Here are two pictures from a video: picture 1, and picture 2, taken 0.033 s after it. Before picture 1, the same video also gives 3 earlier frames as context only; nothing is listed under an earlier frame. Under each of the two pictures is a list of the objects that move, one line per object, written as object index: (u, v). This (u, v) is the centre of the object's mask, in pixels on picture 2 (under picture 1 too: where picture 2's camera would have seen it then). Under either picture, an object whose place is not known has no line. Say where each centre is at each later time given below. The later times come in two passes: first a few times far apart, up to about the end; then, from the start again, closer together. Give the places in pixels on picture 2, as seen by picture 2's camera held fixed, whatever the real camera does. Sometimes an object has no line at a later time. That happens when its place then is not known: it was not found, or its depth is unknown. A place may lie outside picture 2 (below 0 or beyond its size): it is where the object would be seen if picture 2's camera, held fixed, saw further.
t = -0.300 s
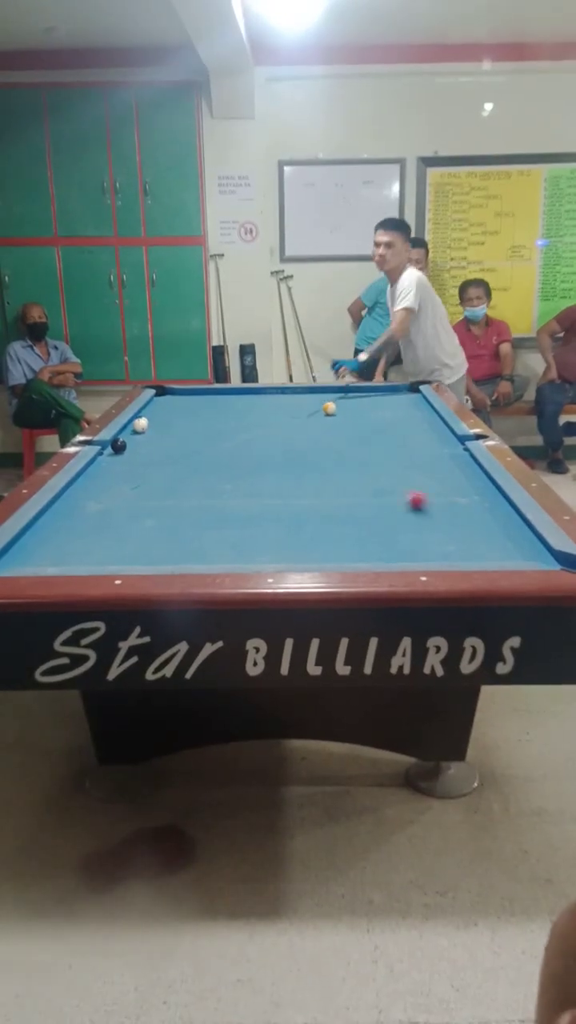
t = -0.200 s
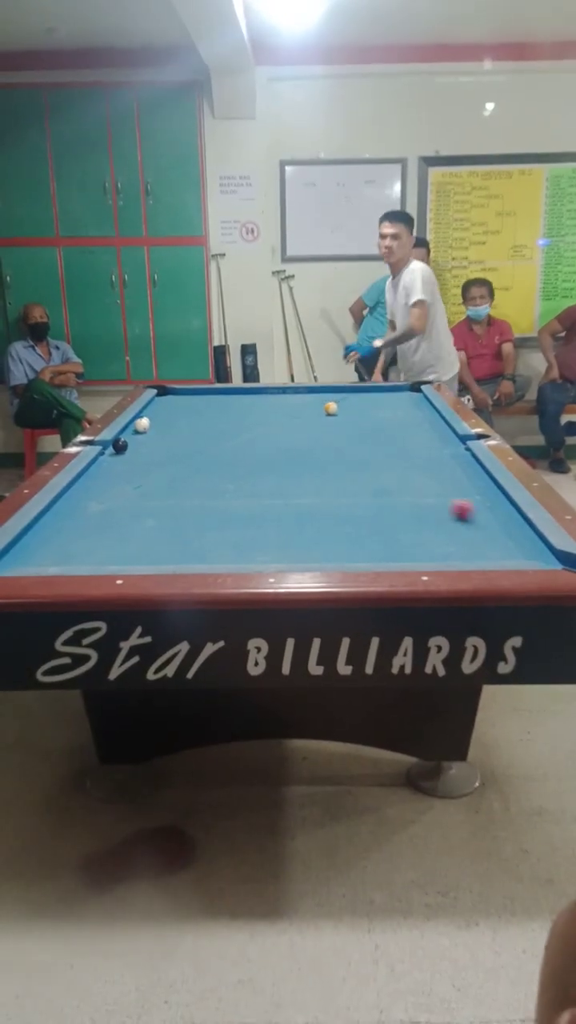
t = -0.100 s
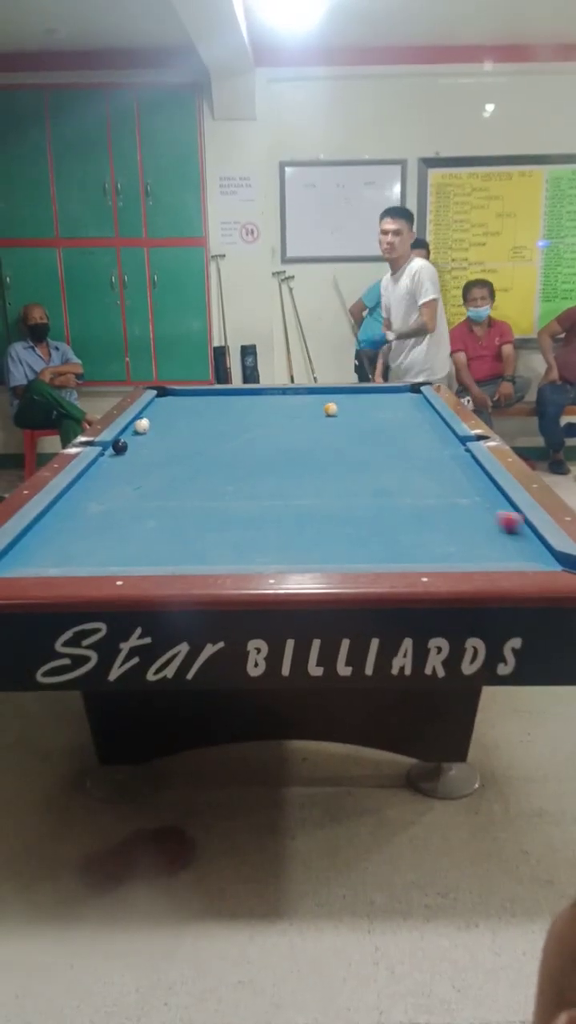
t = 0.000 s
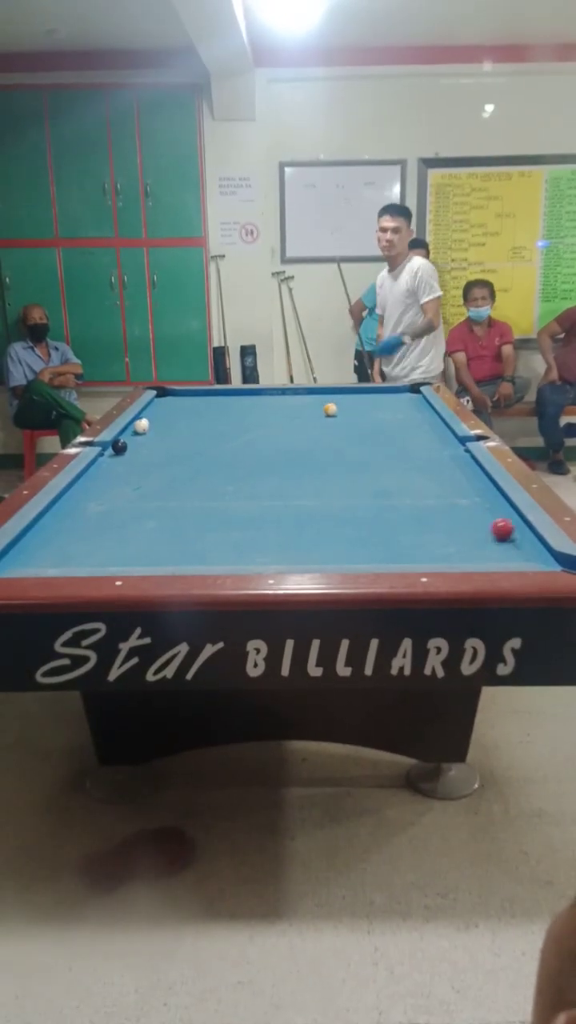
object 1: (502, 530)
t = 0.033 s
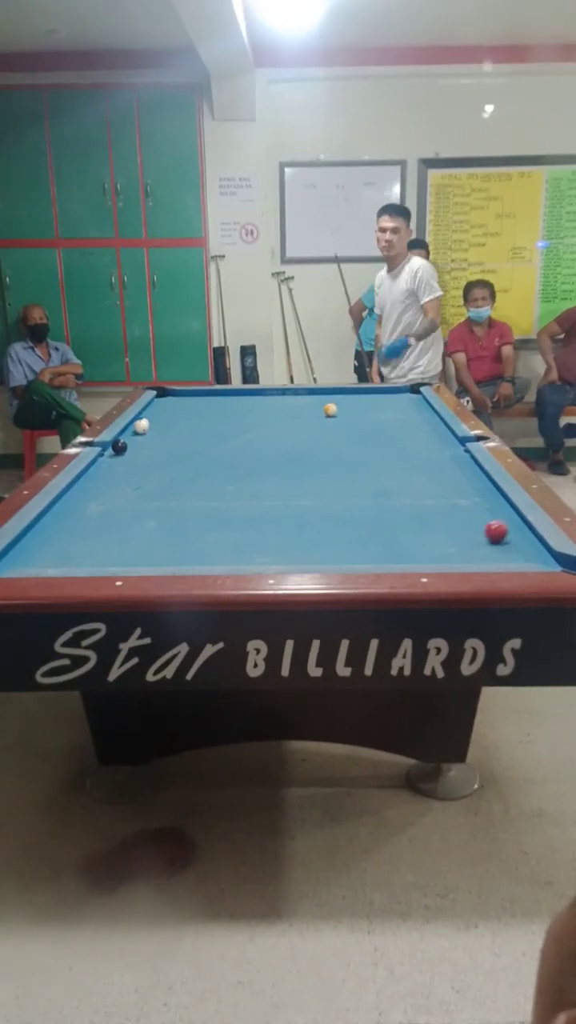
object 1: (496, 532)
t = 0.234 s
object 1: (462, 545)
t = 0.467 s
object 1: (420, 555)
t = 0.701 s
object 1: (387, 557)
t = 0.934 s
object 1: (361, 553)
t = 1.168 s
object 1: (339, 550)
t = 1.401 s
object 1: (319, 545)
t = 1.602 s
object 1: (305, 541)
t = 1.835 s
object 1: (289, 537)
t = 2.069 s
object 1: (276, 534)
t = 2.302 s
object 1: (266, 531)
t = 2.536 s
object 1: (256, 529)
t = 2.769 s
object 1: (249, 528)
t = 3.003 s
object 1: (244, 526)
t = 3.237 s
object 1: (240, 525)
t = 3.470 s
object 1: (237, 524)
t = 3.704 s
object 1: (237, 525)
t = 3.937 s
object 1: (237, 524)
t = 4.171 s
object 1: (236, 524)
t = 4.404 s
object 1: (236, 525)
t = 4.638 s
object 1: (236, 524)
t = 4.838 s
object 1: (236, 525)
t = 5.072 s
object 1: (236, 525)
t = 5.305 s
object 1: (236, 525)
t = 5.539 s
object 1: (236, 525)
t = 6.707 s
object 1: (236, 525)
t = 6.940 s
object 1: (236, 525)
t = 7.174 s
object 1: (236, 525)
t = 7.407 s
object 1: (236, 525)
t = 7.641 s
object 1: (236, 525)
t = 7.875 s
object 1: (236, 526)
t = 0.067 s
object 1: (490, 534)
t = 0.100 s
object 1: (485, 536)
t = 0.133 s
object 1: (479, 538)
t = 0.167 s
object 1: (473, 540)
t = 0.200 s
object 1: (468, 542)
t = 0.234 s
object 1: (462, 545)
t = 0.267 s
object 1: (456, 547)
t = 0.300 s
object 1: (450, 549)
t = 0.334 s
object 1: (445, 551)
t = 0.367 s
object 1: (439, 552)
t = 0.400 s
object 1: (432, 553)
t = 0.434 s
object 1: (426, 554)
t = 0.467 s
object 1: (420, 555)
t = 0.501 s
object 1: (414, 557)
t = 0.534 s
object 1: (408, 558)
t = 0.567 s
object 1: (402, 559)
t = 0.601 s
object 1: (398, 558)
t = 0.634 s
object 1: (394, 558)
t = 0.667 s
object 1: (390, 558)
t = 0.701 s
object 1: (387, 557)
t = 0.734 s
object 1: (383, 556)
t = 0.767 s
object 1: (379, 556)
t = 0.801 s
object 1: (375, 555)
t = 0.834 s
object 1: (371, 555)
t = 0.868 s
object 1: (368, 554)
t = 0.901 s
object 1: (365, 554)
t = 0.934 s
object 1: (361, 553)
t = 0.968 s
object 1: (358, 553)
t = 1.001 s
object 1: (355, 552)
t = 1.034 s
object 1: (351, 552)
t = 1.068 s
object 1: (348, 552)
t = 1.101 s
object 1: (345, 551)
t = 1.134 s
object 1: (342, 551)
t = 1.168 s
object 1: (339, 550)
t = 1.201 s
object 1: (336, 549)
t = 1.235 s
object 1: (333, 548)
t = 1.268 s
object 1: (330, 548)
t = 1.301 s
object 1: (327, 547)
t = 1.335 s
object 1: (325, 546)
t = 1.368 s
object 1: (322, 546)
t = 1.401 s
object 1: (319, 545)
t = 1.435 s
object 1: (317, 544)
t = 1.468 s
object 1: (314, 544)
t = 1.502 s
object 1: (312, 543)
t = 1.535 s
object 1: (309, 542)
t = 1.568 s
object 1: (307, 542)
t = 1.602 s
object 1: (305, 541)
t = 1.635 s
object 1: (302, 541)
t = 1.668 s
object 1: (300, 540)
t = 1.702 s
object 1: (298, 539)
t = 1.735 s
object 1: (295, 539)
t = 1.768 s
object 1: (294, 538)
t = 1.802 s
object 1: (291, 538)
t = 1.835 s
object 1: (289, 537)
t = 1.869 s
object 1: (288, 537)
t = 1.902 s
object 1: (285, 537)
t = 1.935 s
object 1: (284, 536)
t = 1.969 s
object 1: (282, 535)
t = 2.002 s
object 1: (280, 535)
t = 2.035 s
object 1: (278, 535)
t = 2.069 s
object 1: (276, 534)
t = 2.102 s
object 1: (275, 534)
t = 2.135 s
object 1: (273, 533)
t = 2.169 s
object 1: (271, 533)
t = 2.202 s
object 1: (270, 532)
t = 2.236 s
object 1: (268, 532)
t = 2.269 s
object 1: (267, 532)
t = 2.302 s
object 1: (266, 531)
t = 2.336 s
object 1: (264, 531)
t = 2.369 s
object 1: (263, 531)
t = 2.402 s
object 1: (261, 530)
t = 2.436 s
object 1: (260, 530)
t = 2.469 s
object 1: (259, 530)
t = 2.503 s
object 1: (257, 530)
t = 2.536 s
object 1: (256, 529)
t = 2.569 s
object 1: (255, 529)
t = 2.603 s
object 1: (254, 529)
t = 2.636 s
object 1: (253, 529)
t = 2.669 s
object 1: (252, 528)
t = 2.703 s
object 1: (251, 528)
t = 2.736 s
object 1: (250, 527)
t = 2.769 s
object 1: (249, 528)
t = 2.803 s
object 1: (248, 527)
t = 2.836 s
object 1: (247, 527)
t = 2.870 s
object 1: (246, 527)
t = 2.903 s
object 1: (245, 526)
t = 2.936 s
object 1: (245, 526)
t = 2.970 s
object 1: (244, 526)
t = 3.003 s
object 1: (244, 526)
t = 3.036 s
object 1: (243, 526)
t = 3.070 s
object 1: (242, 526)
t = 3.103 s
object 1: (242, 525)
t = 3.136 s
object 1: (241, 526)
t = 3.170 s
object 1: (241, 525)
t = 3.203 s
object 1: (240, 525)
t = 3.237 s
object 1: (240, 525)
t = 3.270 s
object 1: (239, 525)
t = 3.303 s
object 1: (239, 525)
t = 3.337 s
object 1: (238, 525)
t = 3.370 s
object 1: (238, 525)
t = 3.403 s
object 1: (238, 525)
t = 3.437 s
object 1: (237, 525)
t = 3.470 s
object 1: (237, 524)
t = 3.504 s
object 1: (237, 524)
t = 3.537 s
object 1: (237, 524)
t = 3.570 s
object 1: (237, 524)
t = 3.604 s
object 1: (237, 524)
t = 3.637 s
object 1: (236, 524)
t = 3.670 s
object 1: (237, 524)
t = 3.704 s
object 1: (237, 525)
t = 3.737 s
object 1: (237, 524)
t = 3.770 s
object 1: (237, 524)
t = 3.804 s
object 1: (237, 524)
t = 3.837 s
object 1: (237, 524)
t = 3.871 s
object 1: (237, 524)
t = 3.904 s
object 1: (237, 524)
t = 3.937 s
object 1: (237, 524)
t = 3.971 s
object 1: (237, 524)
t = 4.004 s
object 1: (236, 524)
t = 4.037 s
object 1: (237, 524)
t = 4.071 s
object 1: (237, 524)
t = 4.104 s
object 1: (237, 524)
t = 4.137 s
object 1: (236, 524)
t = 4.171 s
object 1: (236, 524)
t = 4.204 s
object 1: (237, 524)
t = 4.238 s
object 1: (236, 524)
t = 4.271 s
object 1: (237, 525)
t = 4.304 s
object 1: (236, 525)
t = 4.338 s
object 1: (236, 525)
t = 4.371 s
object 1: (236, 525)
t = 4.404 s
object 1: (236, 525)
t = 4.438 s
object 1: (236, 524)
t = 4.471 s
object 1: (236, 525)
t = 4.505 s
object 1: (236, 525)
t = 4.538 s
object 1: (236, 525)
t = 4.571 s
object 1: (236, 525)
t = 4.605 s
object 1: (236, 525)
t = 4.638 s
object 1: (236, 524)
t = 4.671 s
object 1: (236, 525)
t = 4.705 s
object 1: (236, 525)
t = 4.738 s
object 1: (236, 525)
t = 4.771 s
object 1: (236, 525)
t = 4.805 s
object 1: (236, 525)
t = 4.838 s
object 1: (236, 525)
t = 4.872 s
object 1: (236, 525)
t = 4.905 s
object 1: (236, 525)
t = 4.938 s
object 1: (236, 525)
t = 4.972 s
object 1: (236, 525)
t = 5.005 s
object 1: (236, 525)
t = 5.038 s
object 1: (236, 525)
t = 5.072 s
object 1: (236, 525)
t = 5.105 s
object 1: (236, 525)
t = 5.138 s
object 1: (236, 525)
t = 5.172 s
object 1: (236, 525)
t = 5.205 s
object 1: (236, 525)
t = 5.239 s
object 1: (236, 525)
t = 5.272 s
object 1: (236, 525)
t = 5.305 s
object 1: (236, 525)
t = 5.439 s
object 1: (236, 525)
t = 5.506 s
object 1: (236, 525)
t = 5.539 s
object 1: (236, 525)
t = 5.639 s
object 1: (236, 525)
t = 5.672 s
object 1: (236, 525)
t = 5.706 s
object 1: (236, 525)
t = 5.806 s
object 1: (236, 525)
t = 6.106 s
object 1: (236, 525)
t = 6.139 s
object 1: (236, 525)
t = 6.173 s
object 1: (236, 525)
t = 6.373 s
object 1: (236, 525)
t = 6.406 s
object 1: (236, 525)
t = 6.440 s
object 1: (236, 525)
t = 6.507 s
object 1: (236, 525)
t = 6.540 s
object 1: (236, 525)
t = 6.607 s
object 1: (236, 525)
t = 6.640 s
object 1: (236, 525)
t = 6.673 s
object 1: (236, 525)
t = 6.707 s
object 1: (236, 525)
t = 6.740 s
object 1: (236, 525)
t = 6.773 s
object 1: (236, 525)
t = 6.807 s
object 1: (236, 525)
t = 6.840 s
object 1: (236, 525)
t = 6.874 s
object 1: (236, 525)
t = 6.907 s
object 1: (236, 525)
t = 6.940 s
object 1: (236, 525)
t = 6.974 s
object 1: (236, 525)
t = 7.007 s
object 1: (236, 525)
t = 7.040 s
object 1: (236, 525)
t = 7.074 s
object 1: (236, 525)
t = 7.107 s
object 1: (236, 525)
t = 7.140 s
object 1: (236, 525)
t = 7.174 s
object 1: (236, 525)
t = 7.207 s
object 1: (236, 525)
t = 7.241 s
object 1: (236, 525)
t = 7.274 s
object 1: (236, 525)
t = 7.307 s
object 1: (236, 525)
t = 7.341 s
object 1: (236, 525)
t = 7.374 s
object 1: (236, 525)
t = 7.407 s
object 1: (236, 525)
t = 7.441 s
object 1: (236, 525)
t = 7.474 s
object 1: (236, 525)
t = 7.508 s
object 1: (236, 525)
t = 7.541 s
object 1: (236, 525)
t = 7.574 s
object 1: (236, 525)
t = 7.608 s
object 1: (236, 525)
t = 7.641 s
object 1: (236, 525)
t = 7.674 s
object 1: (236, 525)
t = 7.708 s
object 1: (236, 525)
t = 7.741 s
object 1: (236, 526)
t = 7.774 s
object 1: (236, 525)
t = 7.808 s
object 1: (236, 526)
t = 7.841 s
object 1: (236, 525)
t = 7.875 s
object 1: (236, 526)
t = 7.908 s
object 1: (237, 526)
